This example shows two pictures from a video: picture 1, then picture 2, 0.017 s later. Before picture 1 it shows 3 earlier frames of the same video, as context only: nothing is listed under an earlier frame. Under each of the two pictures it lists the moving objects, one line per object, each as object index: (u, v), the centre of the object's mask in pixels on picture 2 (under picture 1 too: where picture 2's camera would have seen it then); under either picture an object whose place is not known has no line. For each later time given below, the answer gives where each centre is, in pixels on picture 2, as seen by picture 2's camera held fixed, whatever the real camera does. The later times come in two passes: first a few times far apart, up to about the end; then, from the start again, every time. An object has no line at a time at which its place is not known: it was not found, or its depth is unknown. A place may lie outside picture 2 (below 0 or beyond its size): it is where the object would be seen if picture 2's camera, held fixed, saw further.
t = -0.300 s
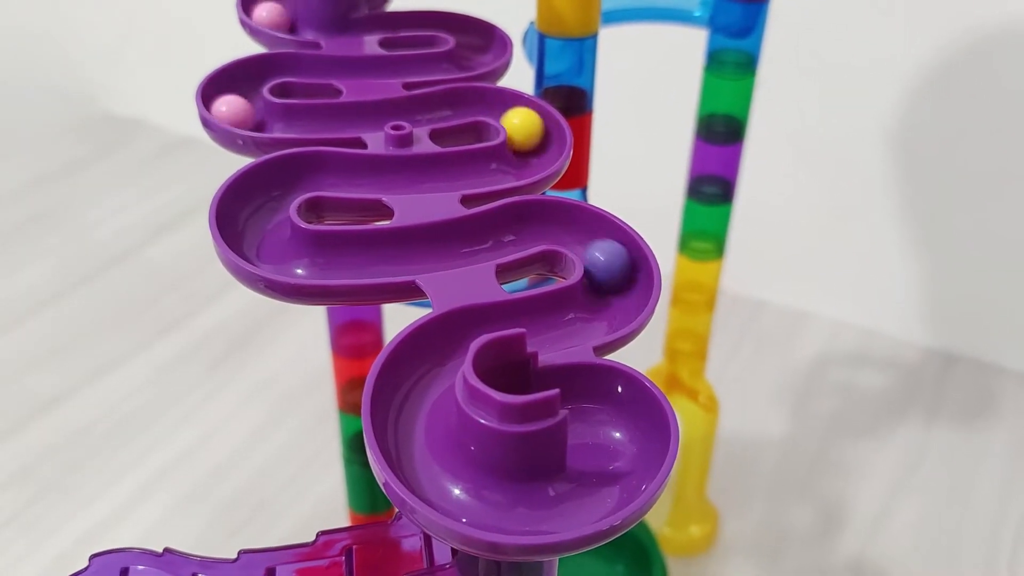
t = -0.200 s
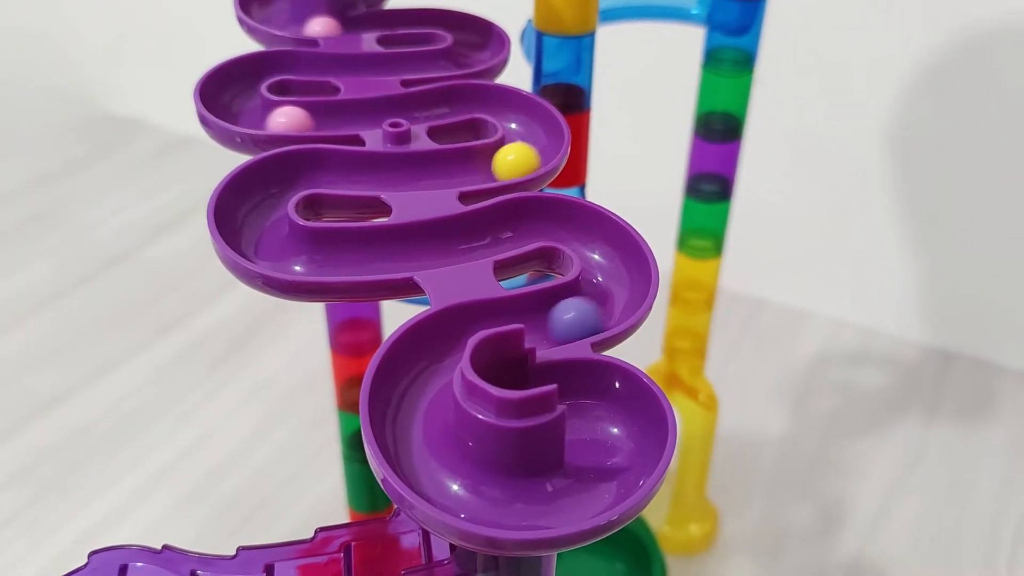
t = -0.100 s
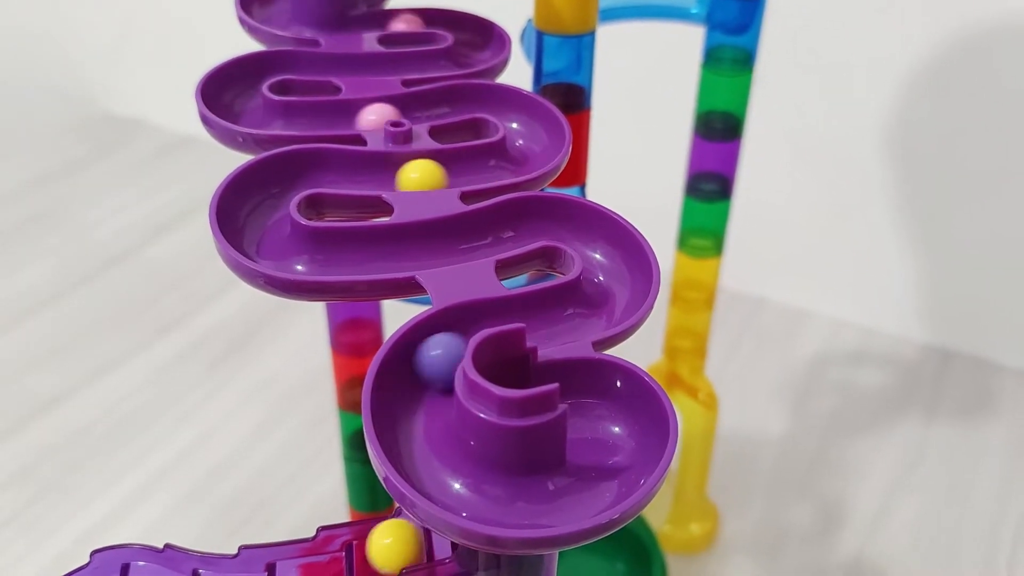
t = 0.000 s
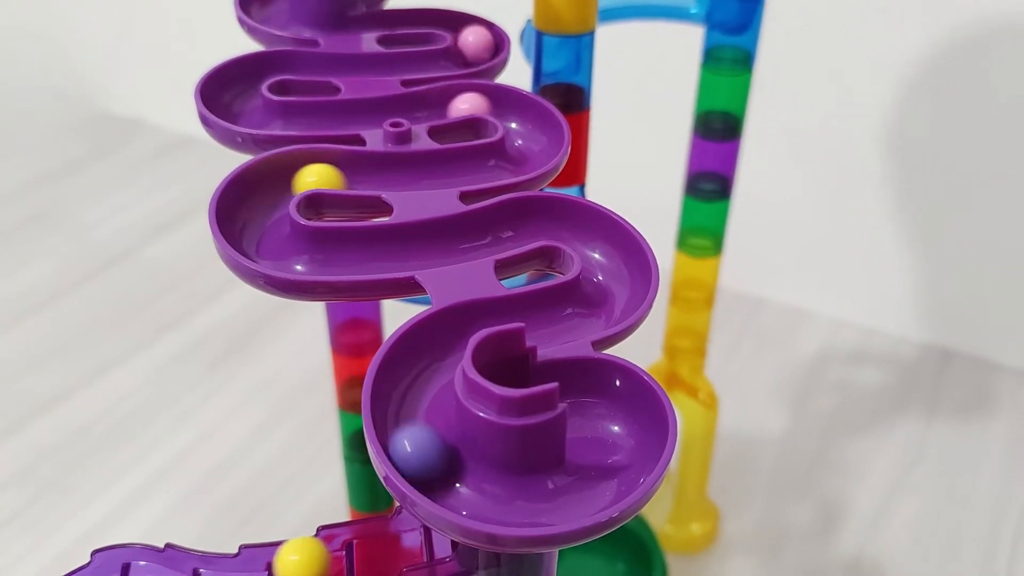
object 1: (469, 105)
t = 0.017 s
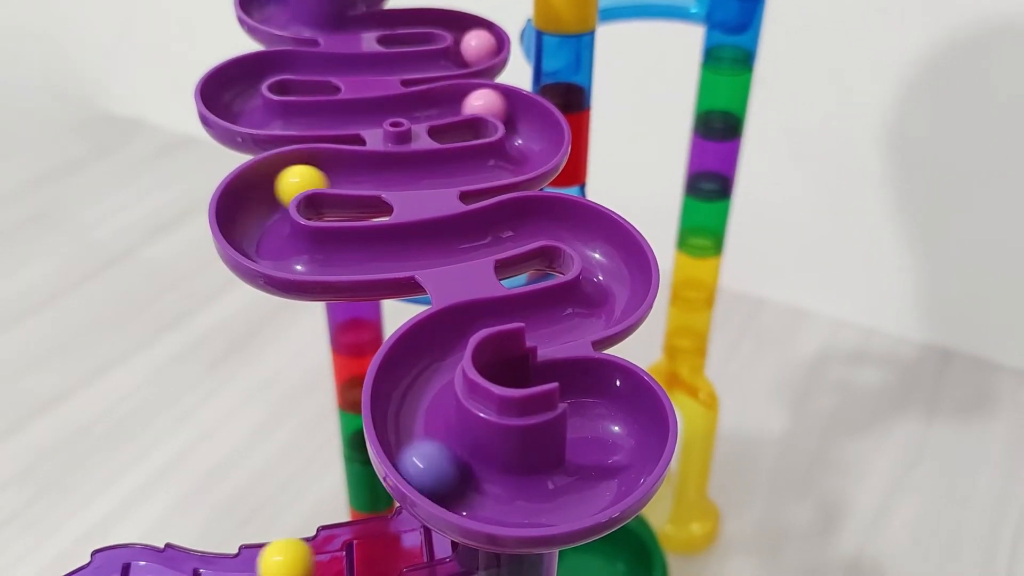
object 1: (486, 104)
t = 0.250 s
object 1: (438, 173)
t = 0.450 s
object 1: (261, 211)
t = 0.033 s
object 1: (499, 107)
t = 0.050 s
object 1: (511, 116)
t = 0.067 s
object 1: (520, 124)
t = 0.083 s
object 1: (529, 131)
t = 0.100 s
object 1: (537, 138)
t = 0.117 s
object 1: (539, 143)
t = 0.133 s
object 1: (536, 148)
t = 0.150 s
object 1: (528, 154)
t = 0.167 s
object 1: (516, 160)
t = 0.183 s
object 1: (502, 164)
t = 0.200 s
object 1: (488, 167)
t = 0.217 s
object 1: (471, 170)
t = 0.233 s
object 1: (454, 171)
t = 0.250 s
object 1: (438, 173)
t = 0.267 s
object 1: (423, 175)
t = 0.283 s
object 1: (405, 177)
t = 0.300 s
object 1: (388, 177)
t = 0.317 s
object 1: (371, 178)
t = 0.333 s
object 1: (354, 177)
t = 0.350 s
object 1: (339, 176)
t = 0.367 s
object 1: (322, 177)
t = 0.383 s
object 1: (302, 181)
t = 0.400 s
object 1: (285, 185)
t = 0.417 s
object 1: (274, 192)
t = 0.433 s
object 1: (267, 200)
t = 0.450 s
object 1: (261, 211)
